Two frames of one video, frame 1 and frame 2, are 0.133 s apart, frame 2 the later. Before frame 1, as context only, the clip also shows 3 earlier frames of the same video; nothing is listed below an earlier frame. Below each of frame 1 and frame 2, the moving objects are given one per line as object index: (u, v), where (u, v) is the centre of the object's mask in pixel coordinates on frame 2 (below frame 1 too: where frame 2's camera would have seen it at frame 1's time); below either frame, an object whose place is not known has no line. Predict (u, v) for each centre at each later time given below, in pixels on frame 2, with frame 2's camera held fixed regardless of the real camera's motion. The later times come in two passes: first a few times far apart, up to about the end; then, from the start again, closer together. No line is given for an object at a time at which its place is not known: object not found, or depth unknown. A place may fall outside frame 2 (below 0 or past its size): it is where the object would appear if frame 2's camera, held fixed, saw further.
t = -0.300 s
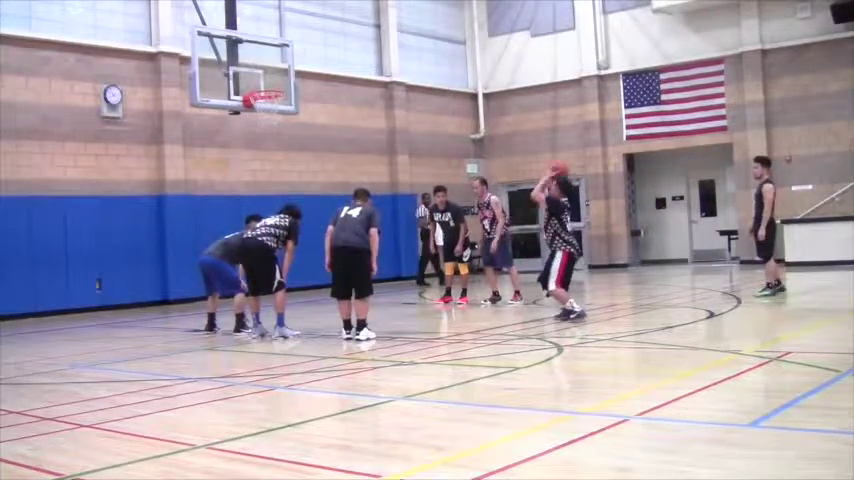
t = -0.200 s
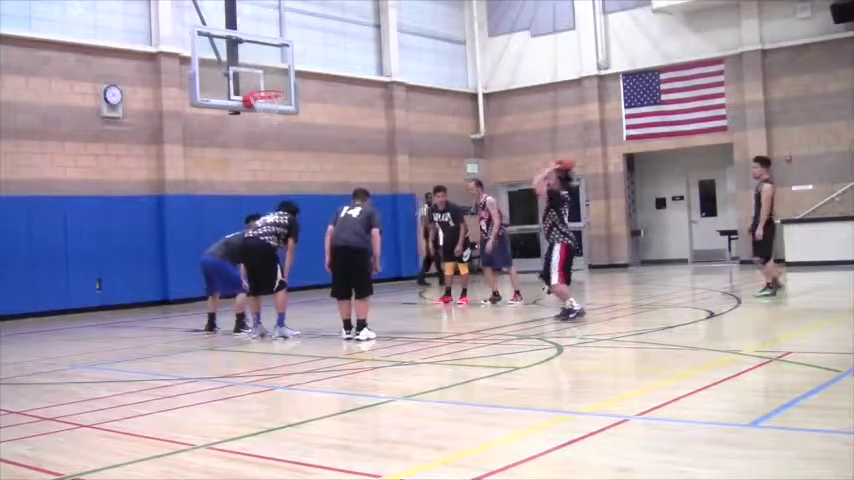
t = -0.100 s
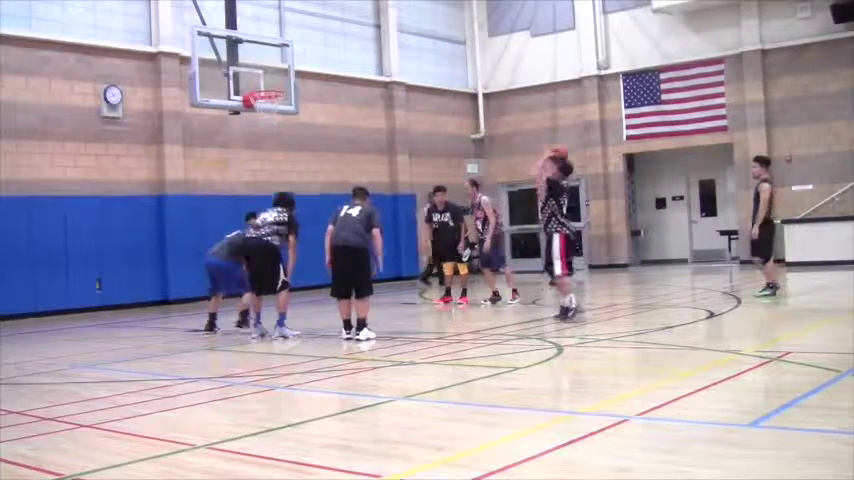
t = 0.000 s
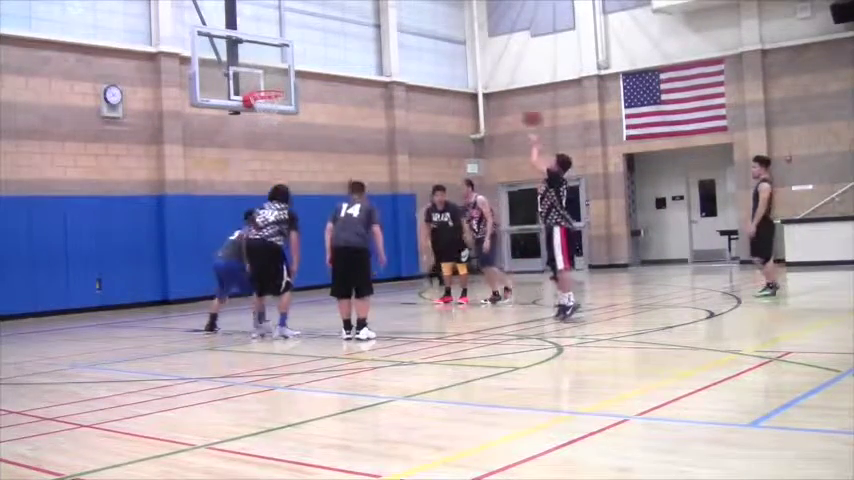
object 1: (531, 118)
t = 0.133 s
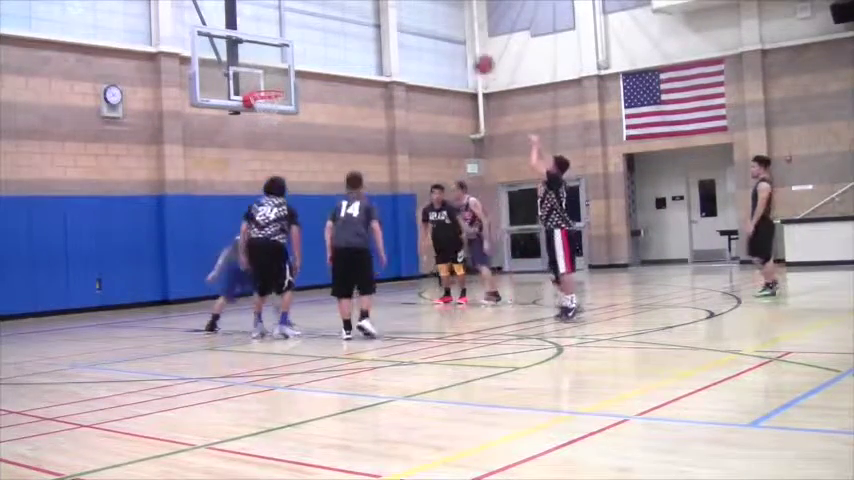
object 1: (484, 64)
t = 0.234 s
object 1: (450, 39)
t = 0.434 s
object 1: (391, 13)
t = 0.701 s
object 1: (322, 29)
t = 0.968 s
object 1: (268, 85)
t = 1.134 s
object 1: (253, 86)
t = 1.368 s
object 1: (278, 73)
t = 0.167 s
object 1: (471, 54)
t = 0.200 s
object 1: (461, 46)
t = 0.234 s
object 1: (450, 39)
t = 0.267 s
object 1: (439, 32)
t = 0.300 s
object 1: (430, 27)
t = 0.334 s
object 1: (418, 23)
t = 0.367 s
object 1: (409, 18)
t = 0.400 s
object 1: (398, 15)
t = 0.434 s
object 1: (391, 13)
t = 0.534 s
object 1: (363, 15)
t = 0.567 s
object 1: (353, 15)
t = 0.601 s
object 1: (347, 17)
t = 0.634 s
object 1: (338, 21)
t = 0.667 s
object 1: (328, 25)
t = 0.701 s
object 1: (322, 29)
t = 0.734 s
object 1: (312, 35)
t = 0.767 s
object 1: (306, 41)
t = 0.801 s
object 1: (298, 49)
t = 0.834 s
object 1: (293, 55)
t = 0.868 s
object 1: (285, 64)
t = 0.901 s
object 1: (279, 73)
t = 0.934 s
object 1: (271, 84)
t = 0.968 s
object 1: (268, 85)
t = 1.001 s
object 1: (263, 86)
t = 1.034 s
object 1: (259, 86)
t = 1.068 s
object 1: (255, 87)
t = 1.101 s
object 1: (253, 87)
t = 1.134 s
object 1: (253, 86)
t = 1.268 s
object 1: (267, 73)
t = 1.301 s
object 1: (269, 73)
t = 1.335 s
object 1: (273, 72)
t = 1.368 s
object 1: (278, 73)
